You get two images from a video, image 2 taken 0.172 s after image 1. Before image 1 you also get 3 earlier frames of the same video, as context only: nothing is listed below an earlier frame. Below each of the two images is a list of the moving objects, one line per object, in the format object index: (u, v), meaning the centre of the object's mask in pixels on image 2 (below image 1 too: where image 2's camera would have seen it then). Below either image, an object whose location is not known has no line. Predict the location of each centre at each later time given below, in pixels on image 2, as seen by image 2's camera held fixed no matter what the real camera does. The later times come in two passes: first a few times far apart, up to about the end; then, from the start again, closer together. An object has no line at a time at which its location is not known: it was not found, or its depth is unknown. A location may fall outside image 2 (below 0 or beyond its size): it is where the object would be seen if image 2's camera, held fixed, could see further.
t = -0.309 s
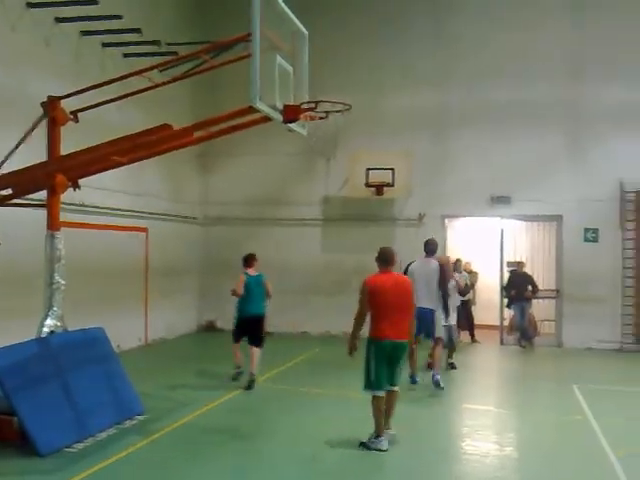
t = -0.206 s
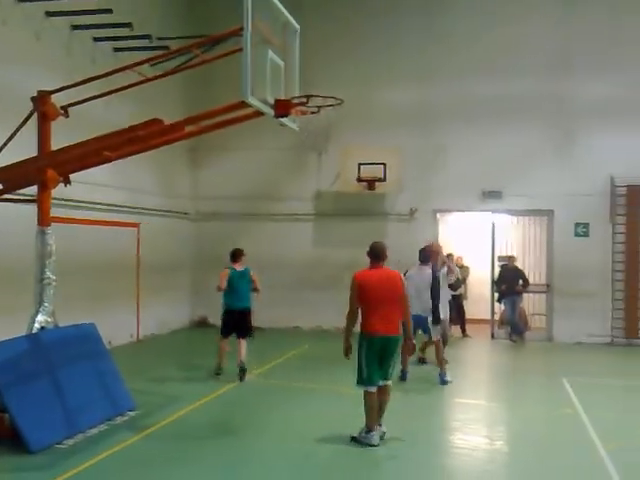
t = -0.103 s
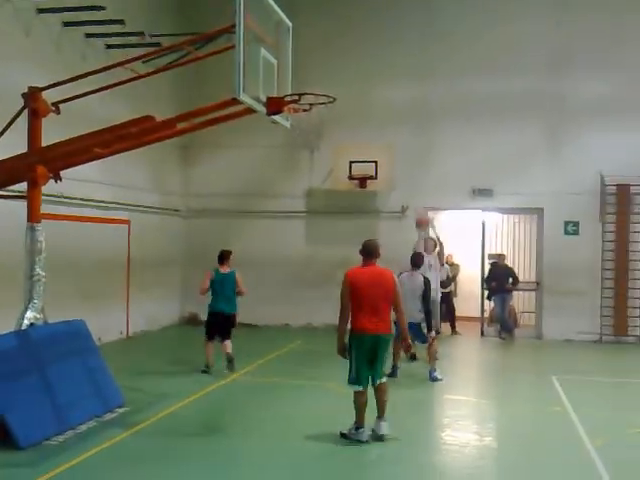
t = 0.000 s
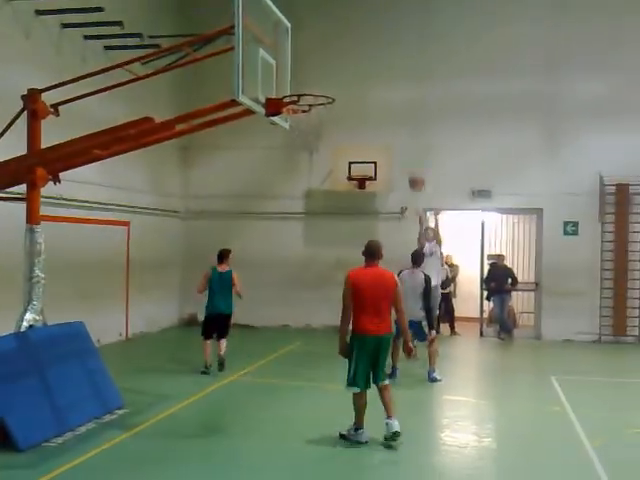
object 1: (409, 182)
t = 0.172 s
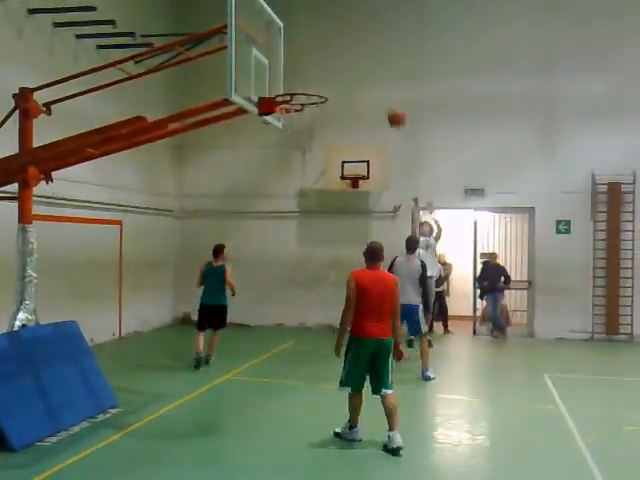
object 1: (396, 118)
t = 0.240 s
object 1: (390, 98)
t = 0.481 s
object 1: (369, 45)
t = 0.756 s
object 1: (339, 41)
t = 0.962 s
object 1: (311, 84)
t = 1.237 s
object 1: (280, 149)
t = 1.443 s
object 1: (262, 220)
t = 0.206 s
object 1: (393, 109)
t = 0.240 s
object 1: (390, 98)
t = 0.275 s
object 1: (387, 88)
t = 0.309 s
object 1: (384, 79)
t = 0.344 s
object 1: (381, 71)
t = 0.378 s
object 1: (378, 63)
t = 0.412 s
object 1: (375, 57)
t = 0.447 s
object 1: (373, 51)
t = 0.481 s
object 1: (369, 45)
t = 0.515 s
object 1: (366, 42)
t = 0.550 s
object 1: (361, 39)
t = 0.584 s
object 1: (359, 38)
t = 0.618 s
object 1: (357, 36)
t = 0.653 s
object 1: (351, 36)
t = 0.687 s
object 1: (347, 37)
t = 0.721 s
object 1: (344, 38)
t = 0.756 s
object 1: (339, 41)
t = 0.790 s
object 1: (334, 44)
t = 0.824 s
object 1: (331, 50)
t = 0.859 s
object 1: (326, 57)
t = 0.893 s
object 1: (321, 65)
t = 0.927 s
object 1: (315, 74)
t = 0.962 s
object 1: (311, 84)
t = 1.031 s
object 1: (299, 112)
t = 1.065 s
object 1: (295, 121)
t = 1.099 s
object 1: (292, 125)
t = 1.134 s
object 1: (289, 129)
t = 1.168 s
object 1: (286, 134)
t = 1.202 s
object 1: (283, 141)
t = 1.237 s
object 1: (280, 149)
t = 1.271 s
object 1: (277, 158)
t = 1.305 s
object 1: (274, 168)
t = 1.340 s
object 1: (271, 179)
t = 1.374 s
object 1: (268, 192)
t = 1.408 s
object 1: (265, 206)
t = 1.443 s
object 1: (262, 220)
